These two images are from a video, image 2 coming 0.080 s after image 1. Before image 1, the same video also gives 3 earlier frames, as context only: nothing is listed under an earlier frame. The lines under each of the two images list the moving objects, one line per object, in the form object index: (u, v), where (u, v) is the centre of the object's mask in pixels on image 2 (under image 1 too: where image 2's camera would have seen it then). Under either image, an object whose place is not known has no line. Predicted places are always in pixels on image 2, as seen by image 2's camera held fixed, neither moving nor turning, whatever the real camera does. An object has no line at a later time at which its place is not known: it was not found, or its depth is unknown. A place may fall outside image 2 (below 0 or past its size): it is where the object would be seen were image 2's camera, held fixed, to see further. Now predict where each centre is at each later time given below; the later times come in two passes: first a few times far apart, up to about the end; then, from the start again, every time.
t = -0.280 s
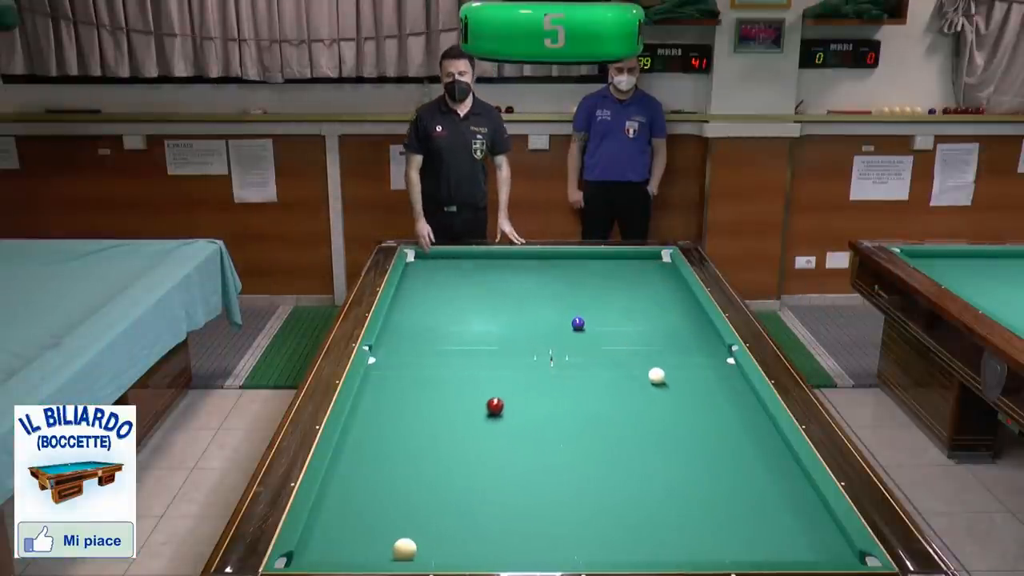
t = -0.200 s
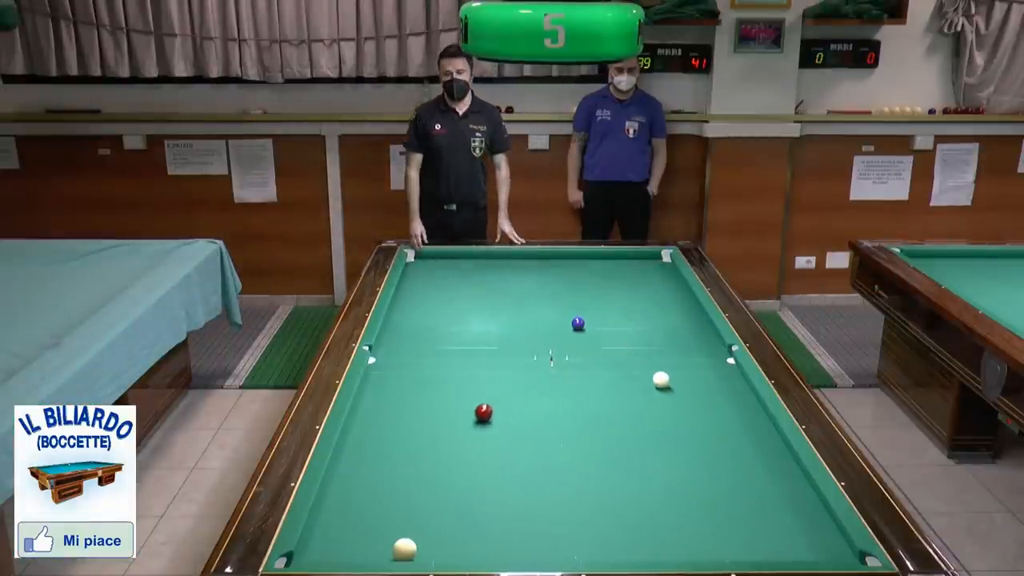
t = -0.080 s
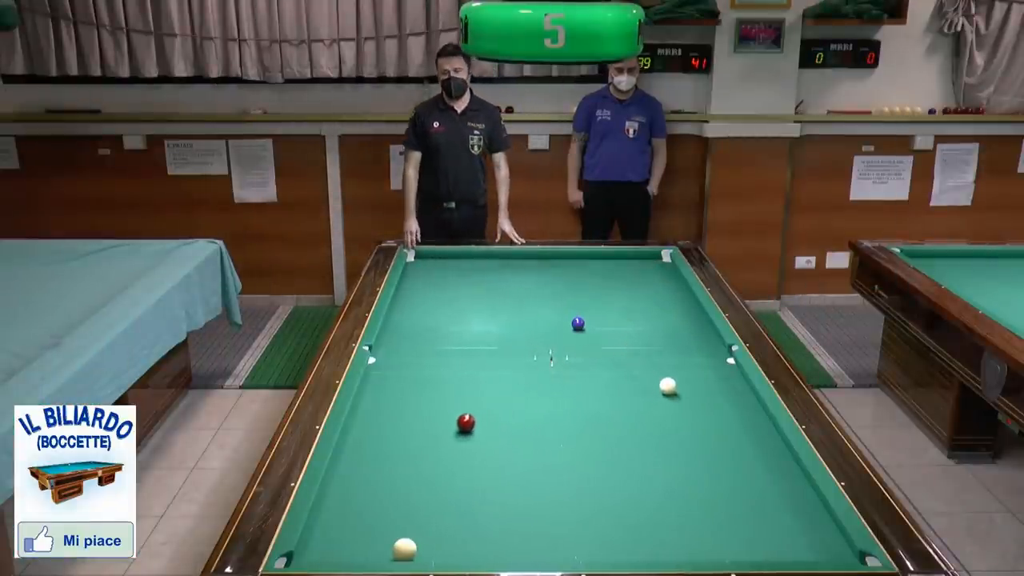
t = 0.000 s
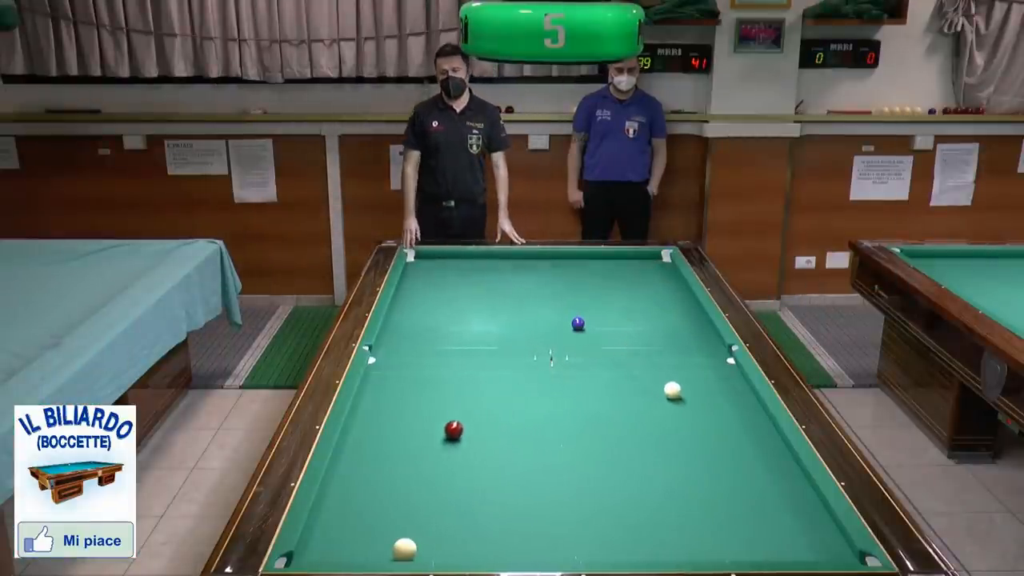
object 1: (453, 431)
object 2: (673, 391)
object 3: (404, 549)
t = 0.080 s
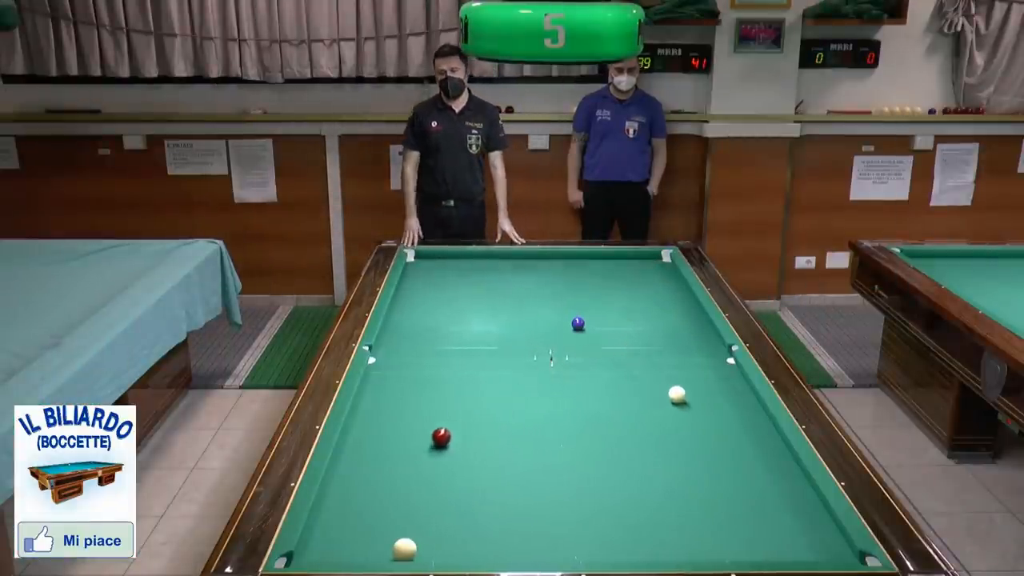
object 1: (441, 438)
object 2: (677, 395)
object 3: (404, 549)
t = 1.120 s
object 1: (348, 540)
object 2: (743, 456)
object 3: (404, 549)
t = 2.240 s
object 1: (391, 521)
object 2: (825, 531)
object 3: (451, 546)
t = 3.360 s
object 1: (404, 485)
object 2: (833, 542)
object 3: (505, 539)
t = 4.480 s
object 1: (413, 461)
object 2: (813, 524)
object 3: (537, 533)
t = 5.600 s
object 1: (416, 447)
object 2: (806, 516)
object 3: (551, 529)
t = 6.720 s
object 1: (419, 441)
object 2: (805, 515)
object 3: (551, 529)
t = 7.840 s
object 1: (419, 441)
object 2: (806, 515)
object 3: (551, 529)
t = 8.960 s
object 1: (419, 441)
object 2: (806, 515)
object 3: (551, 529)
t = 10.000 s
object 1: (419, 441)
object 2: (805, 515)
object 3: (551, 530)
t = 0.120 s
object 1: (434, 442)
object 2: (679, 397)
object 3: (404, 549)
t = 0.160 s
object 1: (428, 445)
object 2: (682, 399)
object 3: (404, 549)
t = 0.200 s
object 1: (421, 449)
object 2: (684, 401)
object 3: (404, 549)
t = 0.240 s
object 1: (414, 453)
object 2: (686, 403)
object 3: (404, 549)
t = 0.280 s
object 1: (408, 457)
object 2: (689, 406)
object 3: (404, 549)
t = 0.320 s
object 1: (401, 461)
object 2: (691, 408)
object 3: (404, 549)
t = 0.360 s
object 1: (394, 465)
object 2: (694, 410)
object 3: (404, 549)
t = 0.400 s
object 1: (387, 469)
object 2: (696, 412)
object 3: (404, 549)
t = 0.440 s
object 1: (379, 473)
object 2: (699, 415)
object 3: (404, 549)
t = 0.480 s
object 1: (372, 477)
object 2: (701, 417)
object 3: (404, 549)
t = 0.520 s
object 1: (365, 481)
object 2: (703, 419)
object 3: (404, 549)
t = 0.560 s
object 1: (358, 485)
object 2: (706, 422)
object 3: (404, 549)
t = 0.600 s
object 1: (350, 490)
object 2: (709, 424)
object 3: (404, 549)
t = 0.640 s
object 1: (342, 494)
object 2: (711, 426)
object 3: (404, 549)
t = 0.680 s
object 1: (335, 499)
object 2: (714, 428)
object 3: (404, 549)
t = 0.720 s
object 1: (327, 503)
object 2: (717, 431)
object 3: (404, 549)
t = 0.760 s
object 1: (327, 507)
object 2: (719, 433)
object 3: (404, 550)
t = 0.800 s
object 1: (330, 511)
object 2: (722, 436)
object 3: (404, 549)
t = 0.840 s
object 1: (332, 514)
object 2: (724, 438)
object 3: (404, 549)
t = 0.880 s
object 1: (334, 517)
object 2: (727, 440)
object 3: (404, 549)
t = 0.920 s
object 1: (336, 521)
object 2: (729, 443)
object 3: (404, 549)
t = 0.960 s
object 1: (339, 525)
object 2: (732, 445)
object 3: (404, 549)
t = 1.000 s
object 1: (341, 529)
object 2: (735, 448)
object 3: (404, 549)
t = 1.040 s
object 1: (343, 532)
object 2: (737, 450)
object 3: (404, 549)
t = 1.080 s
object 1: (345, 536)
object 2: (740, 453)
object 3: (404, 549)
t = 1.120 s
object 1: (348, 540)
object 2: (743, 456)
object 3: (404, 549)
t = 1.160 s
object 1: (350, 543)
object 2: (746, 458)
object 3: (404, 549)
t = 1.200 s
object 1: (352, 547)
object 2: (749, 460)
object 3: (404, 549)
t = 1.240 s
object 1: (355, 550)
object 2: (751, 463)
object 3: (404, 549)
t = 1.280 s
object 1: (357, 552)
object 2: (754, 465)
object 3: (404, 549)
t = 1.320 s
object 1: (360, 554)
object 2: (757, 468)
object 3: (404, 549)
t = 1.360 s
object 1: (363, 556)
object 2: (760, 471)
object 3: (404, 549)
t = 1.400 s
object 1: (367, 555)
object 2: (762, 473)
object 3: (404, 550)
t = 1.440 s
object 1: (371, 554)
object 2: (765, 476)
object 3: (404, 550)
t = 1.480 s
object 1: (375, 553)
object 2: (768, 478)
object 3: (404, 550)
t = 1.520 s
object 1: (379, 551)
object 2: (771, 481)
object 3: (404, 550)
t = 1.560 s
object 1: (380, 550)
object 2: (774, 483)
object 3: (408, 549)
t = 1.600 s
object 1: (380, 549)
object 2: (777, 486)
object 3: (410, 549)
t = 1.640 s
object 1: (381, 547)
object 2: (780, 488)
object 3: (414, 549)
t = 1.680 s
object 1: (382, 546)
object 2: (783, 491)
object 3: (416, 549)
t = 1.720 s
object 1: (383, 544)
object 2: (786, 494)
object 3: (419, 548)
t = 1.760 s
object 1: (383, 542)
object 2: (789, 497)
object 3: (422, 548)
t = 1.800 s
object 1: (384, 540)
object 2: (792, 499)
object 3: (424, 548)
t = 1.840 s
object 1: (385, 538)
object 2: (795, 503)
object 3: (427, 548)
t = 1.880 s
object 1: (385, 536)
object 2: (798, 505)
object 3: (429, 548)
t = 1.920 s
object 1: (386, 535)
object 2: (801, 508)
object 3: (432, 547)
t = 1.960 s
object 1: (386, 532)
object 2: (804, 511)
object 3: (434, 547)
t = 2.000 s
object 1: (387, 531)
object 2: (807, 514)
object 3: (437, 547)
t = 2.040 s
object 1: (388, 529)
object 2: (810, 516)
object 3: (440, 547)
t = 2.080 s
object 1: (388, 528)
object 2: (813, 519)
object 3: (442, 547)
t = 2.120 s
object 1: (389, 526)
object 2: (816, 522)
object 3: (445, 547)
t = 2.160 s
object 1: (389, 524)
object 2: (819, 525)
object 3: (447, 547)
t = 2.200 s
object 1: (390, 523)
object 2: (822, 528)
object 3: (449, 547)
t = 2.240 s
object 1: (391, 521)
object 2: (825, 531)
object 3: (451, 546)
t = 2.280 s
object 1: (391, 520)
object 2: (828, 534)
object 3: (454, 546)
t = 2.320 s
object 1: (392, 518)
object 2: (832, 537)
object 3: (456, 546)
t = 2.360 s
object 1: (392, 517)
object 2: (835, 539)
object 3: (458, 546)
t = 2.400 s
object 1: (393, 515)
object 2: (838, 543)
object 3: (460, 546)
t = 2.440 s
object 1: (393, 514)
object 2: (839, 545)
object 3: (463, 545)
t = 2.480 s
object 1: (394, 512)
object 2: (840, 547)
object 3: (465, 543)
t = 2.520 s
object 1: (394, 511)
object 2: (840, 549)
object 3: (467, 543)
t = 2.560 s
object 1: (395, 509)
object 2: (841, 551)
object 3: (469, 543)
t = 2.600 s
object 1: (395, 508)
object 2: (842, 553)
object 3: (471, 543)
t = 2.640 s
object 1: (396, 506)
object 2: (842, 554)
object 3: (473, 543)
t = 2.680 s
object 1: (396, 505)
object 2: (843, 556)
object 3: (475, 542)
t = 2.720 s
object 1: (397, 504)
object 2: (843, 555)
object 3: (477, 542)
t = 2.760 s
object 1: (397, 502)
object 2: (843, 555)
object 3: (479, 542)
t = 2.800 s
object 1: (398, 501)
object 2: (843, 554)
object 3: (481, 541)
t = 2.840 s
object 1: (398, 500)
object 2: (843, 553)
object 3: (483, 541)
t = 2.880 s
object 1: (399, 498)
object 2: (843, 552)
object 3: (485, 541)
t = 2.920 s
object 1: (399, 497)
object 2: (843, 551)
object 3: (487, 541)
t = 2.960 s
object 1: (399, 496)
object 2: (843, 550)
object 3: (489, 541)
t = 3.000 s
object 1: (400, 495)
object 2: (842, 549)
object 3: (490, 540)
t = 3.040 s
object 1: (400, 494)
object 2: (841, 548)
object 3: (492, 540)
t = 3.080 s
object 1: (401, 493)
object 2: (840, 547)
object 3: (494, 540)
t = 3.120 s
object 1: (401, 491)
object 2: (839, 547)
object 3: (495, 540)
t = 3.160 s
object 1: (402, 490)
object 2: (838, 546)
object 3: (497, 540)
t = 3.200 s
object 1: (402, 489)
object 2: (837, 545)
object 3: (499, 540)
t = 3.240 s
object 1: (403, 488)
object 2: (836, 545)
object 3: (500, 539)
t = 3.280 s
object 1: (403, 487)
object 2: (835, 544)
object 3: (502, 539)
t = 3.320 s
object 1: (404, 486)
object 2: (834, 543)
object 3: (504, 539)
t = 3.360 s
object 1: (404, 485)
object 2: (833, 542)
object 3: (505, 539)
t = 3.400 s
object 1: (405, 484)
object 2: (832, 541)
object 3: (507, 538)
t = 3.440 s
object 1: (405, 482)
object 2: (831, 540)
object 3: (508, 538)
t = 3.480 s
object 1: (406, 482)
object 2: (830, 540)
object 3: (510, 538)
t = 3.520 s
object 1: (406, 481)
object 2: (829, 539)
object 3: (511, 538)
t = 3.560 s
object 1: (406, 480)
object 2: (828, 538)
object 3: (512, 537)
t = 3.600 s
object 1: (407, 479)
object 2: (828, 537)
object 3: (514, 537)
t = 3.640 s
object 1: (407, 478)
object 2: (827, 537)
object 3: (515, 537)
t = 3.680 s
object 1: (408, 477)
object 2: (826, 536)
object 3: (516, 536)
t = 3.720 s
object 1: (408, 476)
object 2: (825, 535)
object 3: (518, 536)
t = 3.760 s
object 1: (409, 475)
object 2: (824, 534)
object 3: (519, 536)
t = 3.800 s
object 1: (409, 474)
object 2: (824, 534)
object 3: (520, 536)
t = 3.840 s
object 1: (409, 473)
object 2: (823, 533)
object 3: (522, 536)
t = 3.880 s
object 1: (410, 472)
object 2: (822, 532)
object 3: (522, 536)
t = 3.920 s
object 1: (410, 472)
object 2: (821, 532)
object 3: (524, 535)
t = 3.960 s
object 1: (410, 471)
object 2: (820, 531)
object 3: (525, 535)
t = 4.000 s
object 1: (411, 470)
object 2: (820, 530)
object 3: (526, 535)
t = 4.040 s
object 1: (411, 469)
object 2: (819, 530)
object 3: (527, 535)
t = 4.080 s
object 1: (411, 468)
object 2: (818, 529)
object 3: (528, 534)
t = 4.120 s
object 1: (411, 467)
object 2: (818, 528)
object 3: (529, 534)
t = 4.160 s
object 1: (412, 467)
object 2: (817, 528)
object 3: (530, 534)
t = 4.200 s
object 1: (412, 466)
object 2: (816, 527)
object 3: (531, 534)
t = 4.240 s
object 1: (412, 465)
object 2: (816, 527)
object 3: (532, 534)
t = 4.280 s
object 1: (412, 464)
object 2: (815, 526)
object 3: (533, 534)
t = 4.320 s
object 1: (412, 463)
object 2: (815, 526)
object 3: (534, 533)
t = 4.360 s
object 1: (413, 463)
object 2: (814, 525)
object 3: (535, 533)
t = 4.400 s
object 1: (413, 462)
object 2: (814, 525)
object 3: (536, 533)
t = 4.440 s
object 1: (413, 461)
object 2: (813, 524)
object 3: (536, 533)
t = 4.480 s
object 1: (413, 461)
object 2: (813, 524)
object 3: (537, 533)
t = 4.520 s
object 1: (413, 460)
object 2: (812, 523)
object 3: (538, 532)
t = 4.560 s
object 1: (413, 459)
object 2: (812, 523)
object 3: (539, 532)
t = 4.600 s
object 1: (413, 459)
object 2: (811, 523)
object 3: (540, 532)
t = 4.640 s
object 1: (414, 458)
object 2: (811, 522)
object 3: (540, 532)
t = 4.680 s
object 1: (414, 457)
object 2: (810, 522)
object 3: (541, 532)
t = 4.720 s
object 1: (414, 457)
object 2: (810, 521)
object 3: (542, 531)
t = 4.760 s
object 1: (414, 456)
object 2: (809, 521)
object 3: (542, 531)
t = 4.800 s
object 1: (414, 456)
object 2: (809, 520)
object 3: (543, 531)
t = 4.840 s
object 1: (414, 455)
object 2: (809, 520)
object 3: (543, 531)
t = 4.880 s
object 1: (414, 455)
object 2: (808, 520)
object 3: (544, 531)
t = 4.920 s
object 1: (414, 454)
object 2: (808, 519)
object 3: (545, 531)
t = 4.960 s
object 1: (414, 454)
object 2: (808, 519)
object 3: (545, 531)
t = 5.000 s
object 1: (415, 453)
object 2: (808, 519)
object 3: (546, 531)
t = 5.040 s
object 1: (415, 453)
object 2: (807, 518)
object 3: (546, 531)
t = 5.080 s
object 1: (415, 452)
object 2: (807, 518)
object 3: (546, 531)
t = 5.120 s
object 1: (415, 452)
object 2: (807, 518)
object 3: (547, 530)
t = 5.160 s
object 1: (415, 451)
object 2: (806, 517)
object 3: (547, 530)
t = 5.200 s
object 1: (415, 451)
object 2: (806, 517)
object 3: (548, 530)
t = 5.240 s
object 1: (415, 450)
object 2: (806, 517)
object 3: (548, 530)
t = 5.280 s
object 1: (415, 450)
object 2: (806, 517)
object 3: (549, 530)
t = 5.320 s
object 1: (415, 450)
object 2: (806, 517)
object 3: (549, 530)
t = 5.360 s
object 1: (415, 449)
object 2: (806, 516)
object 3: (549, 530)
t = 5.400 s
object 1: (416, 449)
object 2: (806, 516)
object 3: (549, 529)
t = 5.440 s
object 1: (416, 449)
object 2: (806, 516)
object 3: (550, 529)
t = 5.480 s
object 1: (416, 448)
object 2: (806, 516)
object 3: (550, 529)
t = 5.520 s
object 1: (416, 448)
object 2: (806, 516)
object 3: (550, 529)
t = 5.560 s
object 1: (416, 447)
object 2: (806, 516)
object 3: (551, 529)
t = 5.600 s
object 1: (416, 447)
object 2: (806, 516)
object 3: (551, 529)
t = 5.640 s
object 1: (416, 447)
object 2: (806, 516)
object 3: (551, 529)
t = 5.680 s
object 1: (416, 446)
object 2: (806, 515)
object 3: (551, 529)
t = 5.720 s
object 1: (416, 446)
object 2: (806, 515)
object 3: (551, 529)
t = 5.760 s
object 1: (416, 446)
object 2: (806, 515)
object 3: (551, 529)
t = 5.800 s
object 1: (416, 445)
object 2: (806, 515)
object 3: (551, 529)
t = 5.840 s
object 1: (417, 445)
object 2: (806, 515)
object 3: (551, 529)
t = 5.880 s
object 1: (417, 445)
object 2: (806, 515)
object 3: (551, 529)
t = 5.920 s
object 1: (417, 445)
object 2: (806, 515)
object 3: (551, 529)
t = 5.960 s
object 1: (417, 444)
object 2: (806, 515)
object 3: (551, 529)
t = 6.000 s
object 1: (417, 444)
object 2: (806, 515)
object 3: (551, 529)
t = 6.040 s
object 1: (417, 444)
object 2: (806, 515)
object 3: (551, 529)
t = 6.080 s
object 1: (417, 443)
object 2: (806, 515)
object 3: (551, 529)
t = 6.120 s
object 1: (418, 443)
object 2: (806, 515)
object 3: (551, 529)
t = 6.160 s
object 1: (418, 443)
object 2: (806, 515)
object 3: (551, 529)
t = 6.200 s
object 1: (418, 443)
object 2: (806, 515)
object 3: (551, 529)
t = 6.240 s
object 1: (418, 443)
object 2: (806, 515)
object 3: (551, 529)
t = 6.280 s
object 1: (418, 442)
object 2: (806, 515)
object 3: (551, 529)
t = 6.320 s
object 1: (418, 442)
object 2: (806, 515)
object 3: (551, 529)
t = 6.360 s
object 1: (418, 442)
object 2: (806, 515)
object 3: (551, 529)
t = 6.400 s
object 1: (418, 442)
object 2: (805, 515)
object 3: (551, 529)
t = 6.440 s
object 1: (418, 442)
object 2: (806, 515)
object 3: (551, 529)
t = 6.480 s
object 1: (418, 442)
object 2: (806, 515)
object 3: (551, 529)
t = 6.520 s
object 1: (419, 442)
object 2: (806, 515)
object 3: (551, 529)
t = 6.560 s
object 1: (418, 441)
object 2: (805, 515)
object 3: (551, 529)
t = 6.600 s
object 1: (419, 441)
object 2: (805, 515)
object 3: (551, 529)
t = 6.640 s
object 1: (419, 441)
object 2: (805, 515)
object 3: (551, 529)
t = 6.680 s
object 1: (419, 441)
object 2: (805, 515)
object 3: (551, 529)
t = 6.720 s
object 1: (419, 441)
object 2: (805, 515)
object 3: (551, 529)
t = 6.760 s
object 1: (419, 441)
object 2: (805, 515)
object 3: (551, 529)
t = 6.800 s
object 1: (419, 441)
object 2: (805, 515)
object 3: (551, 529)
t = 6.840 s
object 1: (419, 441)
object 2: (805, 515)
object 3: (551, 529)
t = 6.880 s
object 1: (419, 441)
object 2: (805, 515)
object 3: (551, 529)
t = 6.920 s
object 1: (419, 441)
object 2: (806, 515)
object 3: (551, 529)
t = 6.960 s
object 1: (419, 441)
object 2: (806, 515)
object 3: (551, 529)
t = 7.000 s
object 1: (419, 441)
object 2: (806, 515)
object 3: (551, 529)
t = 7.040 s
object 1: (419, 441)
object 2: (805, 515)
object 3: (551, 529)
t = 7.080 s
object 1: (419, 441)
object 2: (805, 515)
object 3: (551, 529)
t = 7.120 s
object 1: (419, 441)
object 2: (805, 515)
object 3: (551, 529)
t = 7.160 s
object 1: (418, 441)
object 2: (805, 515)
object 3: (551, 529)
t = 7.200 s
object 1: (418, 441)
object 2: (805, 515)
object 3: (551, 529)
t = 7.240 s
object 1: (418, 441)
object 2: (805, 515)
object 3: (551, 529)
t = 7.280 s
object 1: (418, 441)
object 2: (805, 515)
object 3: (551, 529)
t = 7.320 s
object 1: (418, 441)
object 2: (806, 515)
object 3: (551, 529)
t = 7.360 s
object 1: (418, 441)
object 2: (806, 515)
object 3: (551, 529)
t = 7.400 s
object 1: (418, 441)
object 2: (806, 515)
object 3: (551, 529)
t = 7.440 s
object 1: (418, 441)
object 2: (806, 515)
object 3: (551, 529)
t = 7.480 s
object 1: (418, 441)
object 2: (806, 515)
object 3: (551, 529)
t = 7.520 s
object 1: (418, 441)
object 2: (806, 515)
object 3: (551, 529)
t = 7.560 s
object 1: (418, 441)
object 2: (806, 515)
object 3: (551, 529)
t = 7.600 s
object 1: (418, 441)
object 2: (806, 515)
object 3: (551, 529)
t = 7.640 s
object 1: (419, 441)
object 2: (806, 515)
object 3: (551, 529)
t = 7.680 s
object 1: (419, 441)
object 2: (806, 515)
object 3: (551, 529)
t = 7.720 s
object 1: (419, 441)
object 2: (806, 515)
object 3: (551, 529)
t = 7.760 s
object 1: (419, 441)
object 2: (806, 515)
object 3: (551, 529)
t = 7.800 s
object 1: (419, 441)
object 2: (806, 515)
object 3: (551, 529)
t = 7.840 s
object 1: (419, 441)
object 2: (806, 515)
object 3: (551, 529)
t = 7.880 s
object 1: (419, 441)
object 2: (806, 515)
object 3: (551, 529)
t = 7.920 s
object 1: (419, 441)
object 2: (806, 515)
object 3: (551, 529)
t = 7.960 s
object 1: (419, 441)
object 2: (806, 515)
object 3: (551, 529)
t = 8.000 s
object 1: (419, 441)
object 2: (806, 515)
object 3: (551, 529)
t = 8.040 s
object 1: (419, 441)
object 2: (806, 515)
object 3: (551, 529)
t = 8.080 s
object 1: (419, 441)
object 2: (806, 515)
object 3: (551, 529)
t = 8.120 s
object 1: (419, 441)
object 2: (806, 515)
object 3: (551, 529)
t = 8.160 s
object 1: (419, 441)
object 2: (806, 515)
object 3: (551, 529)
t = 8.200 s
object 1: (419, 441)
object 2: (806, 515)
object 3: (551, 529)
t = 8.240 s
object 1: (419, 441)
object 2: (806, 515)
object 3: (551, 529)
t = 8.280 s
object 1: (419, 441)
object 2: (806, 515)
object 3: (551, 529)
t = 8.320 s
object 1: (419, 441)
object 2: (806, 515)
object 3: (551, 529)
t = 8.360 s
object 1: (419, 441)
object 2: (806, 515)
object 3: (551, 529)
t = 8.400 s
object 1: (419, 441)
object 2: (806, 515)
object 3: (551, 529)
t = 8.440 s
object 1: (419, 441)
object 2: (806, 515)
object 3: (551, 529)
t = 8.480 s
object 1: (419, 441)
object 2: (806, 515)
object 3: (551, 529)
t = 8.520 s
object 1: (419, 441)
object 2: (806, 515)
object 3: (551, 529)
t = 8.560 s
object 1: (419, 441)
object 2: (806, 515)
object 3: (551, 529)
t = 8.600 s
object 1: (419, 441)
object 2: (806, 515)
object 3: (551, 529)
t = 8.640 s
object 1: (419, 441)
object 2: (806, 515)
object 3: (551, 529)
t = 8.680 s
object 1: (419, 441)
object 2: (806, 515)
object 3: (551, 529)
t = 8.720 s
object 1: (419, 441)
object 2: (806, 515)
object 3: (551, 529)
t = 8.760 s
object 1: (419, 441)
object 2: (806, 515)
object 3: (551, 529)
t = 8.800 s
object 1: (419, 441)
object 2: (806, 515)
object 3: (551, 529)
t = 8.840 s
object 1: (419, 441)
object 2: (806, 515)
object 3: (551, 529)
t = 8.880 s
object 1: (419, 441)
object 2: (806, 515)
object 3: (551, 529)
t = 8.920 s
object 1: (419, 441)
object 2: (806, 515)
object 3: (551, 529)
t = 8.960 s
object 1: (419, 441)
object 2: (806, 515)
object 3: (551, 529)
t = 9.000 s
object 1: (419, 441)
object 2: (806, 515)
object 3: (551, 529)
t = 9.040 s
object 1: (419, 441)
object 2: (806, 515)
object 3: (551, 529)
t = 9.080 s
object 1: (419, 441)
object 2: (806, 515)
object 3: (551, 529)
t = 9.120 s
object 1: (419, 441)
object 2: (806, 515)
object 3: (551, 529)
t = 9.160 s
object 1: (419, 441)
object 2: (806, 515)
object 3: (551, 529)
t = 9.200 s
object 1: (419, 441)
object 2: (806, 515)
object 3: (551, 529)
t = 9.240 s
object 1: (419, 441)
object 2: (806, 515)
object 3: (551, 529)
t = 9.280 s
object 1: (419, 441)
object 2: (806, 515)
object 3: (551, 529)
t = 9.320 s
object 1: (419, 441)
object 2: (806, 515)
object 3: (551, 529)
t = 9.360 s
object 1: (419, 441)
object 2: (806, 515)
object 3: (551, 529)
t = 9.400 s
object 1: (419, 441)
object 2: (806, 515)
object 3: (551, 529)
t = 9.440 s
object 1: (419, 441)
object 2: (806, 515)
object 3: (551, 529)
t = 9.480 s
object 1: (419, 441)
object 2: (806, 515)
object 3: (551, 529)
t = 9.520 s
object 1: (419, 440)
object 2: (805, 515)
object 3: (551, 530)
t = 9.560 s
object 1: (419, 441)
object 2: (805, 515)
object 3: (551, 530)
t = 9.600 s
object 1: (419, 441)
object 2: (805, 515)
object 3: (551, 530)
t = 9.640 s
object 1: (419, 440)
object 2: (805, 515)
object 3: (551, 530)
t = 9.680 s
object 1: (419, 440)
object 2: (805, 515)
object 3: (551, 530)
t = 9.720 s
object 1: (419, 441)
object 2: (805, 515)
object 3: (551, 530)
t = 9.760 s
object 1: (419, 441)
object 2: (805, 515)
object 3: (551, 530)
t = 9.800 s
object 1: (419, 441)
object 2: (805, 515)
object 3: (551, 530)
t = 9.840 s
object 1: (419, 441)
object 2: (805, 515)
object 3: (551, 530)
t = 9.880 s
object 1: (419, 441)
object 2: (805, 515)
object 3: (551, 530)
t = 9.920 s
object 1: (419, 441)
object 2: (805, 515)
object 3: (551, 530)
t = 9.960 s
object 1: (419, 441)
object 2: (805, 515)
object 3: (551, 530)
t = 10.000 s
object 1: (419, 441)
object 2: (805, 515)
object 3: (551, 530)
